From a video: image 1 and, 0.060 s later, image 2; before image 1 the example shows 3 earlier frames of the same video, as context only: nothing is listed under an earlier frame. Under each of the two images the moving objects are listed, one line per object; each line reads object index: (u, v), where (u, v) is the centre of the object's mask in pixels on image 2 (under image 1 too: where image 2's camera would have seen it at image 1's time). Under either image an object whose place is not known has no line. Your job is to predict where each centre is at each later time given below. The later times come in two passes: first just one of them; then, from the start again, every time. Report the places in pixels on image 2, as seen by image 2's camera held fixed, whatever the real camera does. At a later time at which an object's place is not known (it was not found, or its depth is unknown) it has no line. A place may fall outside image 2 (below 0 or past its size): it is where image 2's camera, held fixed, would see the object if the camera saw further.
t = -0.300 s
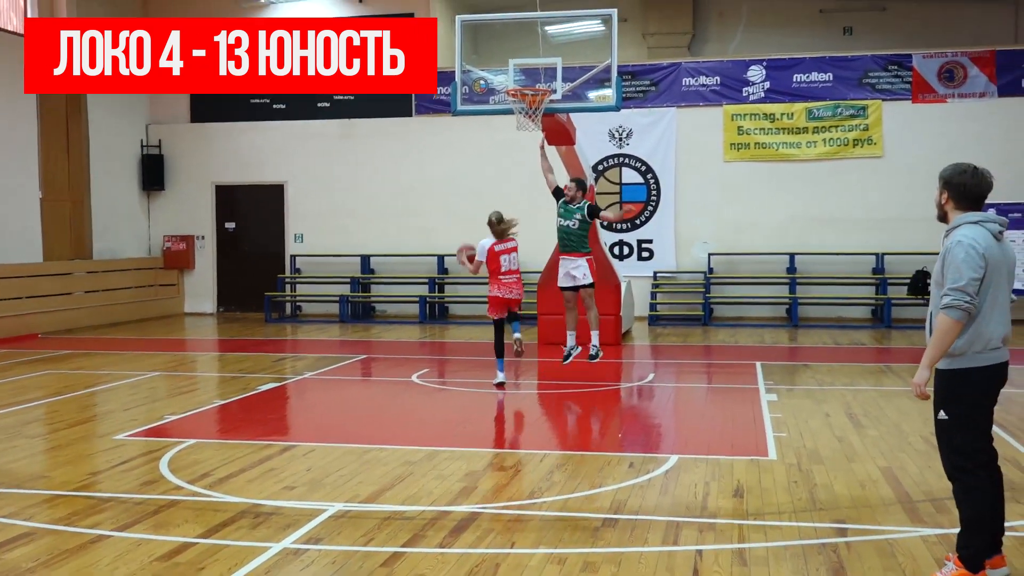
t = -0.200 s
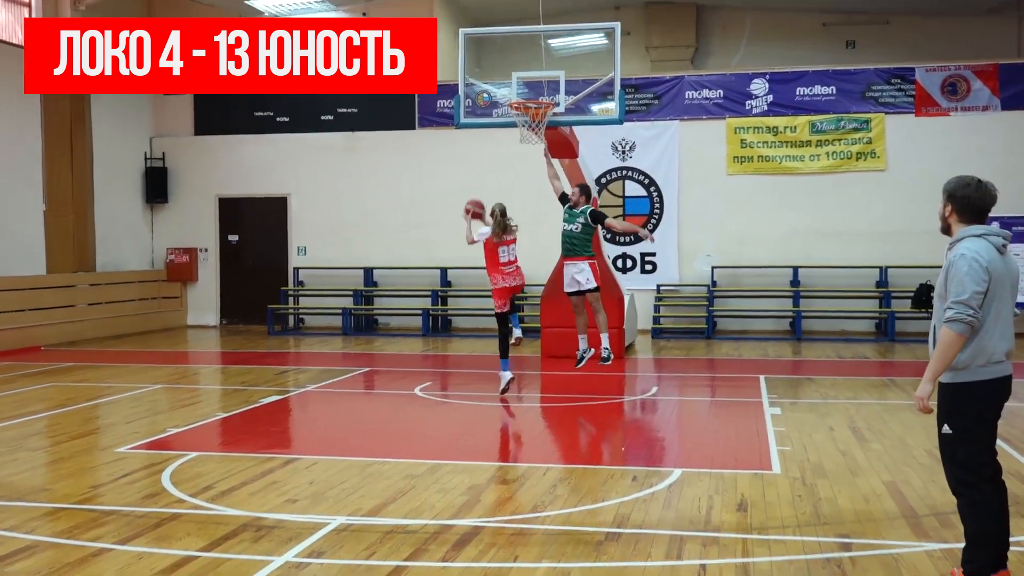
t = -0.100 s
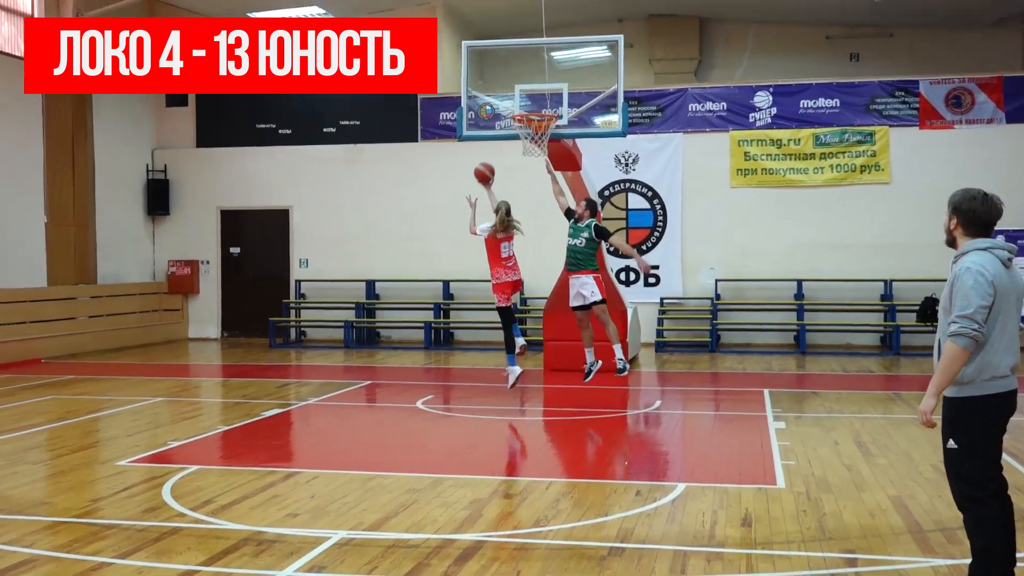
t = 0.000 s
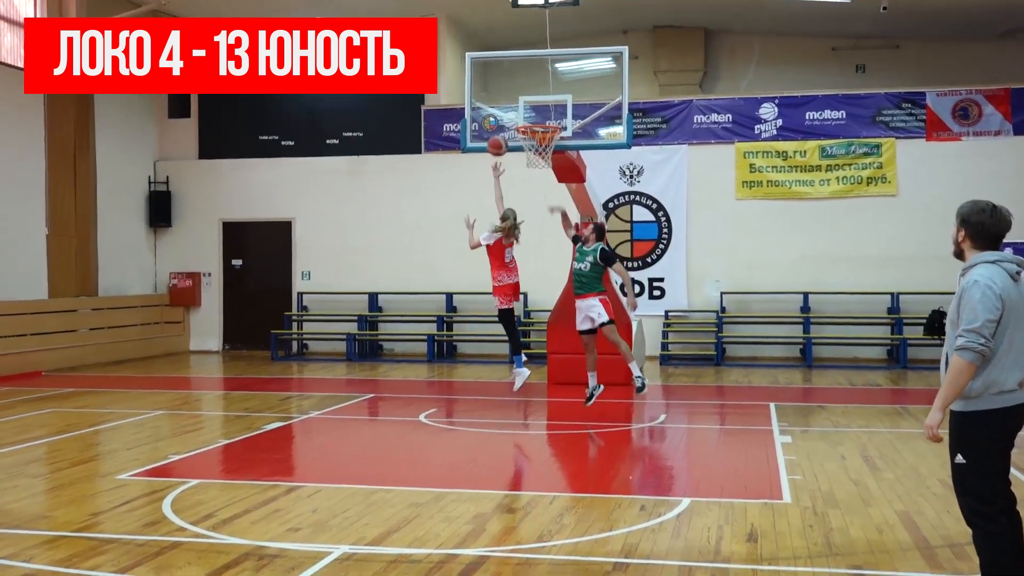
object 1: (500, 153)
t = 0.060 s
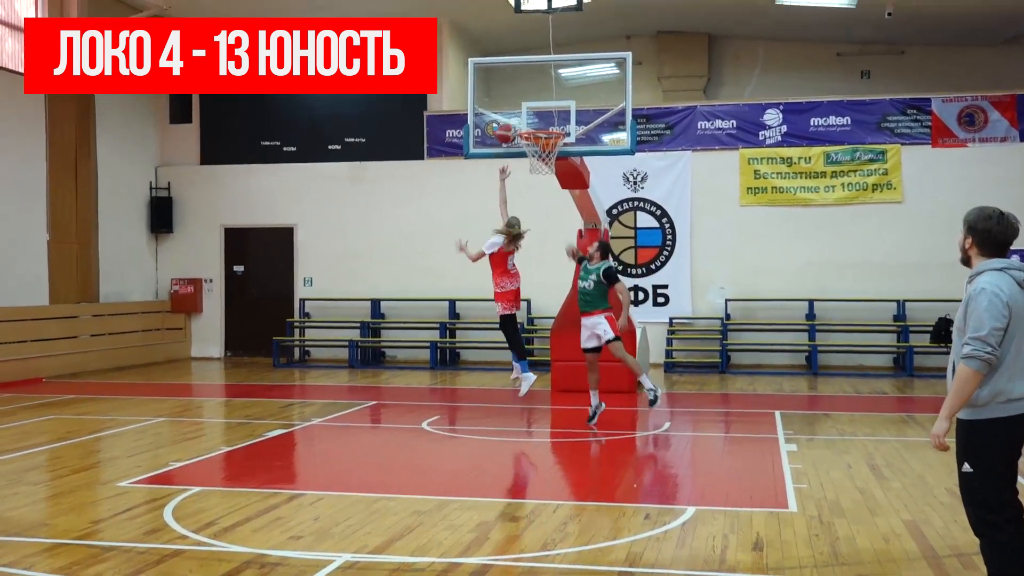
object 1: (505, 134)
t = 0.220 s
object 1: (519, 103)
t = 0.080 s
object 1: (509, 128)
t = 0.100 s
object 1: (511, 124)
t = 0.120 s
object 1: (514, 120)
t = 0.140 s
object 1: (516, 116)
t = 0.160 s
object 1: (517, 112)
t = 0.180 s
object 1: (517, 108)
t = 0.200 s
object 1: (518, 105)
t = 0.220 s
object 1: (519, 103)
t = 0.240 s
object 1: (521, 100)
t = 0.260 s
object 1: (522, 99)
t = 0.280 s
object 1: (523, 97)
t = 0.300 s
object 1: (523, 96)
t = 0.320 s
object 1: (524, 95)
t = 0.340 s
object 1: (524, 95)
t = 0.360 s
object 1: (525, 95)
